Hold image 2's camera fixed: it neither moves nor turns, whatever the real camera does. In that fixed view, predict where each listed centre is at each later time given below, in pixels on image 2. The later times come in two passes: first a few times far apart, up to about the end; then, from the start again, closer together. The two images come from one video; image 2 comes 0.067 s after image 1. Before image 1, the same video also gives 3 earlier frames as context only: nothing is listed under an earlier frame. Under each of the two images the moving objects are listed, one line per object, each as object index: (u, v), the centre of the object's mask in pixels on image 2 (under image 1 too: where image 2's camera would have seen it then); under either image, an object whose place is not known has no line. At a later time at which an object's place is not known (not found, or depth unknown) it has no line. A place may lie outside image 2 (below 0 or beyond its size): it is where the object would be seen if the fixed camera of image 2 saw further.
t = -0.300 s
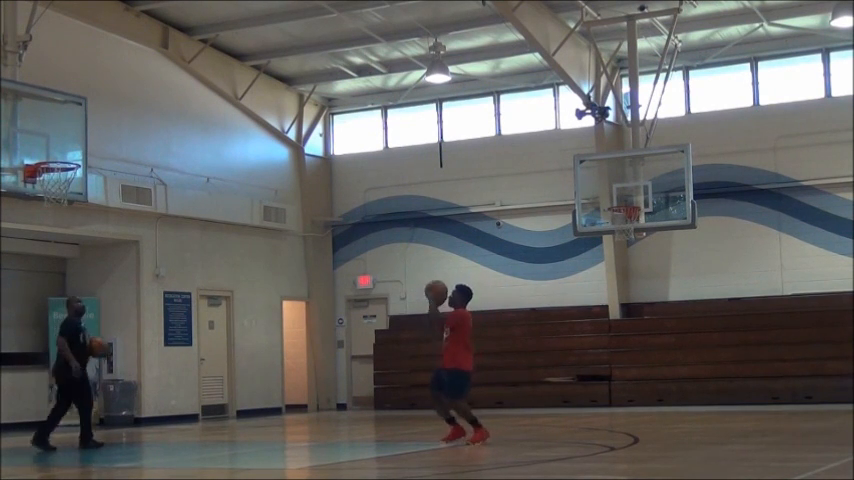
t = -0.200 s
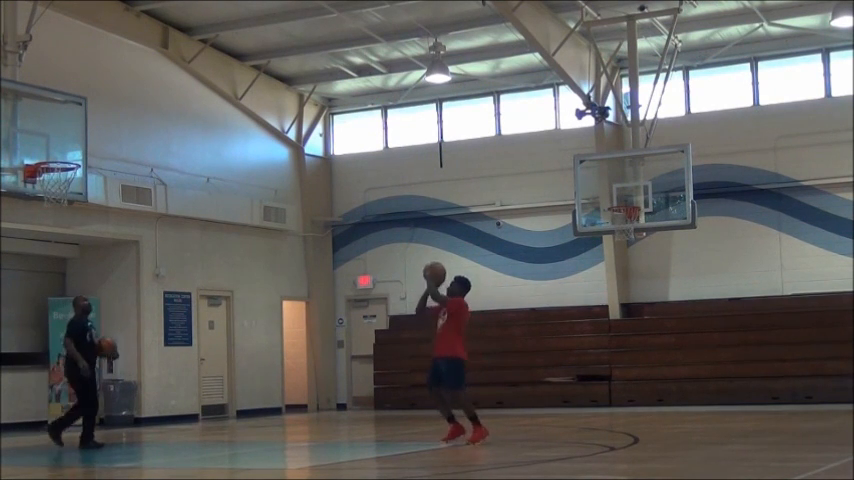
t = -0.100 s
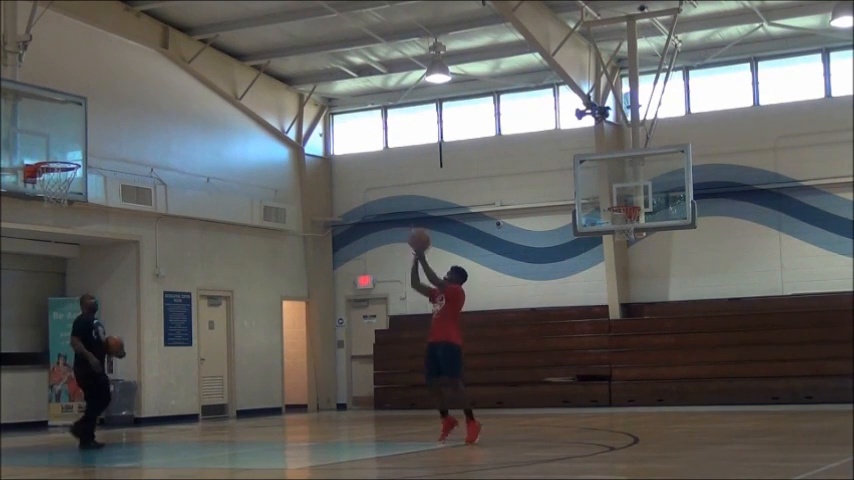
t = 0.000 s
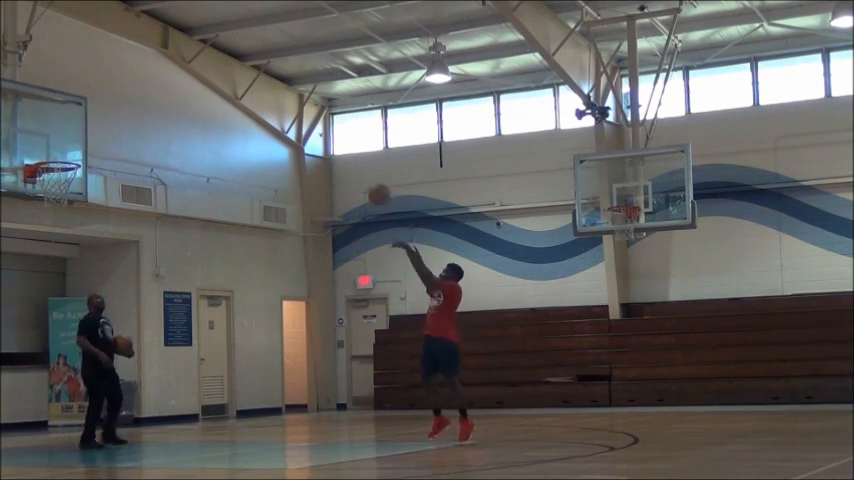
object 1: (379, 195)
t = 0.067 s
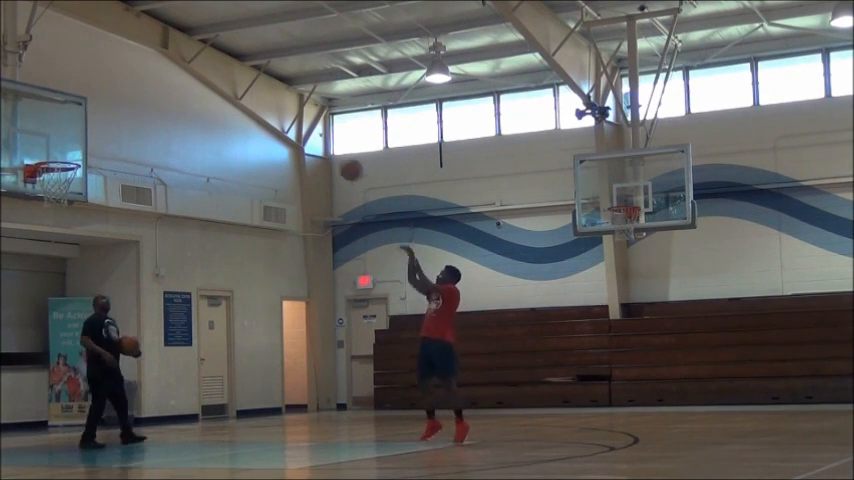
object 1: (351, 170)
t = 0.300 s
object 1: (256, 115)
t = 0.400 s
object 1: (216, 107)
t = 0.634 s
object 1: (126, 123)
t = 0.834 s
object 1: (50, 164)
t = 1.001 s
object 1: (77, 178)
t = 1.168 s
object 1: (77, 183)
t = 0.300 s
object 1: (256, 115)
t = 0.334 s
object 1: (243, 112)
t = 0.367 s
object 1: (229, 109)
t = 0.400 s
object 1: (216, 107)
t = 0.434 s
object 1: (203, 107)
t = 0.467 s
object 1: (190, 107)
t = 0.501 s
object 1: (177, 108)
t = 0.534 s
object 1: (164, 110)
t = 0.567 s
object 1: (151, 114)
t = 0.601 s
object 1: (139, 118)
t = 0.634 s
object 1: (126, 123)
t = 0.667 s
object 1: (113, 130)
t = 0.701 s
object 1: (100, 137)
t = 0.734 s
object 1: (88, 145)
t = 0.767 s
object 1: (75, 153)
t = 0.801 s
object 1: (63, 158)
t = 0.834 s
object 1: (50, 164)
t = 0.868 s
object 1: (50, 168)
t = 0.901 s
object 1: (61, 173)
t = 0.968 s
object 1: (75, 179)
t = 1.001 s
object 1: (77, 178)
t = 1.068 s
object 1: (77, 178)
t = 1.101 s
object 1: (78, 180)
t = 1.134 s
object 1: (77, 181)
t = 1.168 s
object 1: (77, 183)
